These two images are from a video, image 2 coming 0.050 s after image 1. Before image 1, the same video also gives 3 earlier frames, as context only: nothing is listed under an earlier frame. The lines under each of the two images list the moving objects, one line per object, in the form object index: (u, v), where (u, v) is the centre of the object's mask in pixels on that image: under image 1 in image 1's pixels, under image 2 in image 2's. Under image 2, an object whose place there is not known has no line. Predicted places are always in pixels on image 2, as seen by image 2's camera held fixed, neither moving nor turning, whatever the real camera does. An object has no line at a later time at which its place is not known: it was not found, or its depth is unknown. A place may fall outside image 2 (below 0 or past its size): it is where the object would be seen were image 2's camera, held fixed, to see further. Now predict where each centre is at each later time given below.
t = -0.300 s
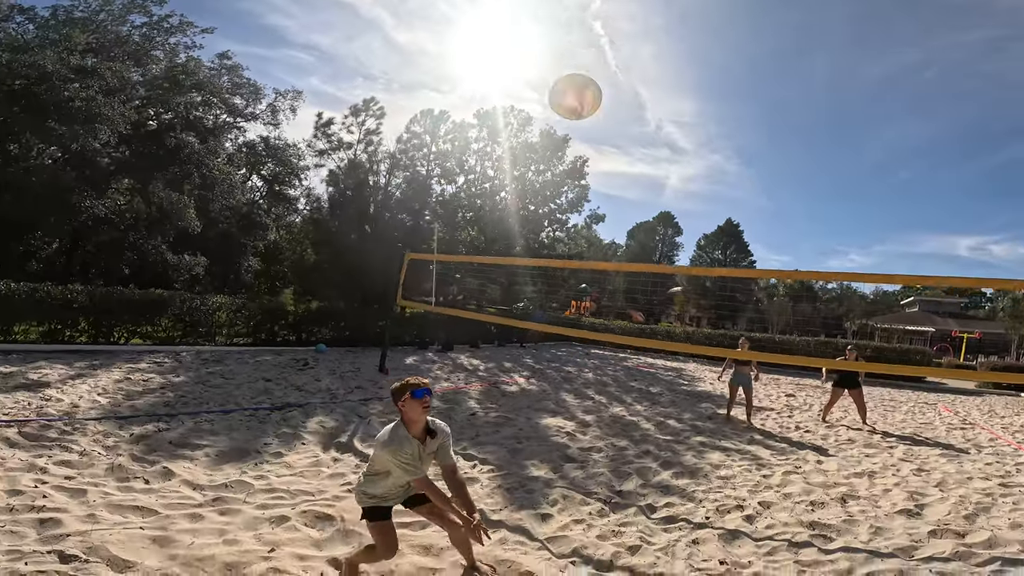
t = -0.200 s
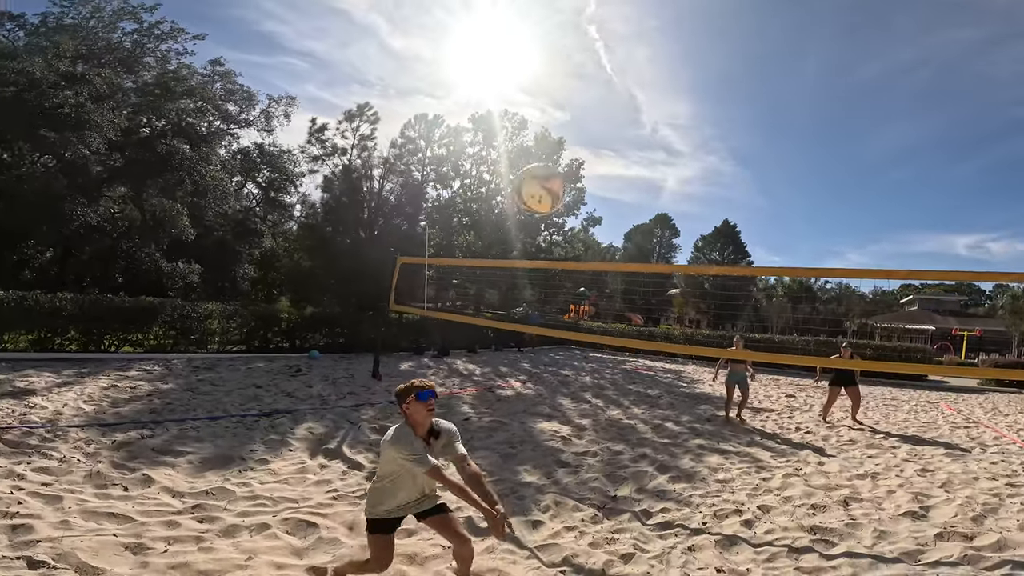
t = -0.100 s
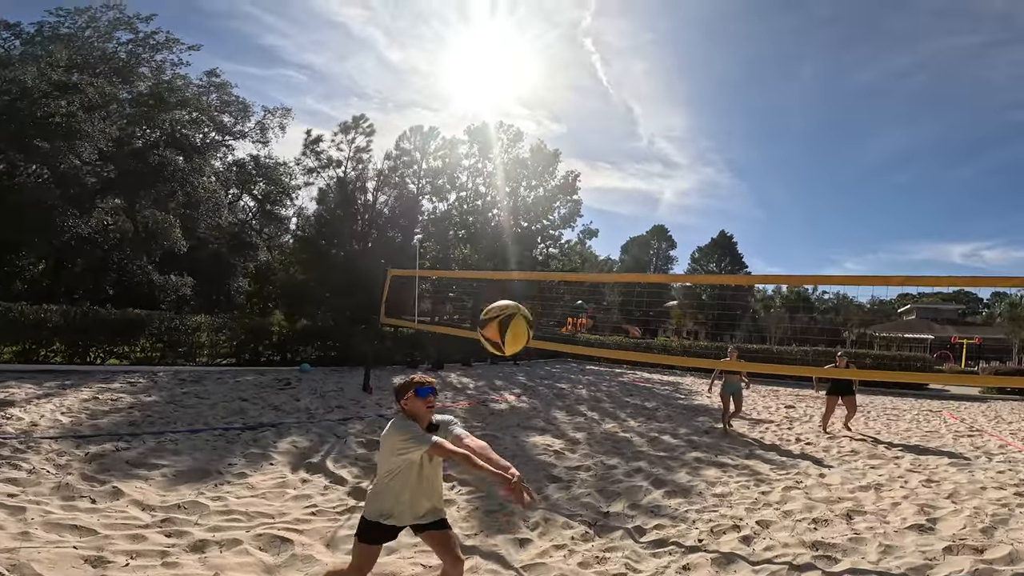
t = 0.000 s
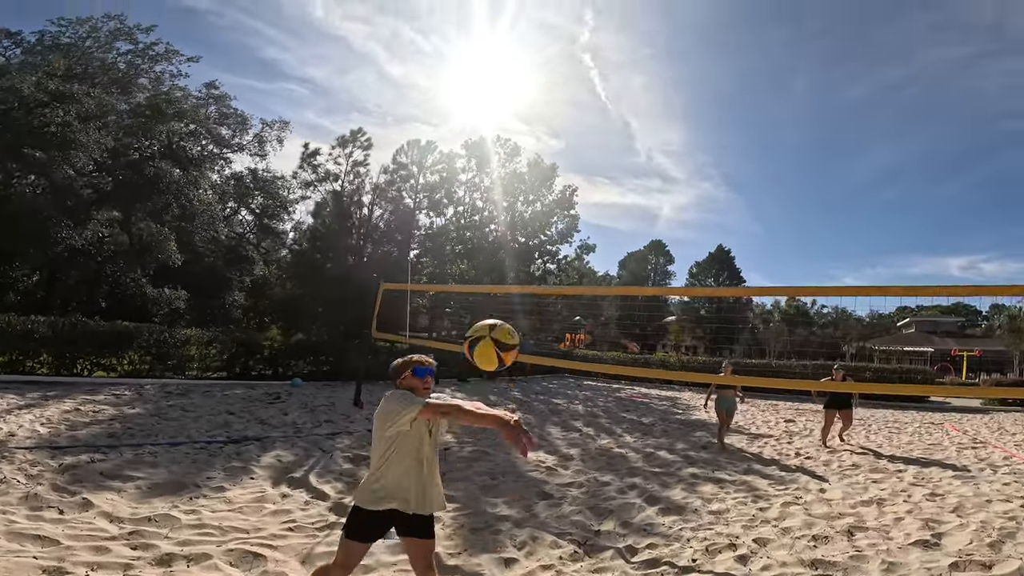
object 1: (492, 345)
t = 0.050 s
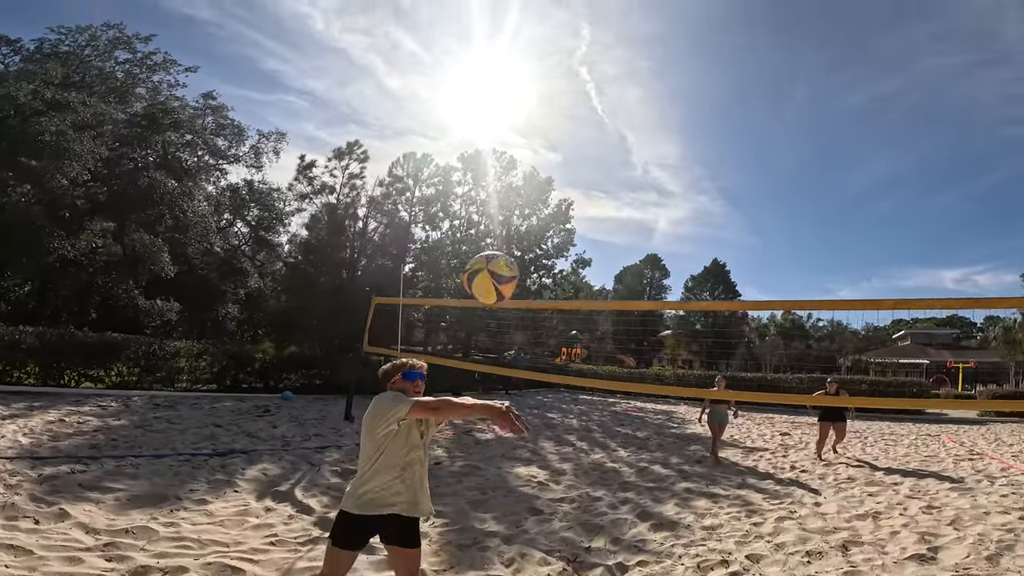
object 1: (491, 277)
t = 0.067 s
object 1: (493, 254)
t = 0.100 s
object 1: (496, 210)
